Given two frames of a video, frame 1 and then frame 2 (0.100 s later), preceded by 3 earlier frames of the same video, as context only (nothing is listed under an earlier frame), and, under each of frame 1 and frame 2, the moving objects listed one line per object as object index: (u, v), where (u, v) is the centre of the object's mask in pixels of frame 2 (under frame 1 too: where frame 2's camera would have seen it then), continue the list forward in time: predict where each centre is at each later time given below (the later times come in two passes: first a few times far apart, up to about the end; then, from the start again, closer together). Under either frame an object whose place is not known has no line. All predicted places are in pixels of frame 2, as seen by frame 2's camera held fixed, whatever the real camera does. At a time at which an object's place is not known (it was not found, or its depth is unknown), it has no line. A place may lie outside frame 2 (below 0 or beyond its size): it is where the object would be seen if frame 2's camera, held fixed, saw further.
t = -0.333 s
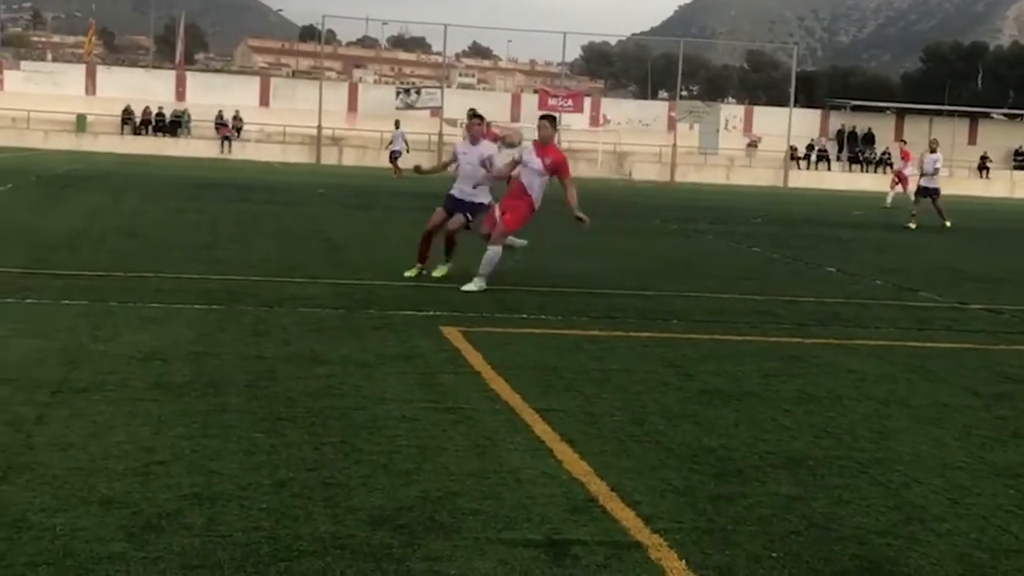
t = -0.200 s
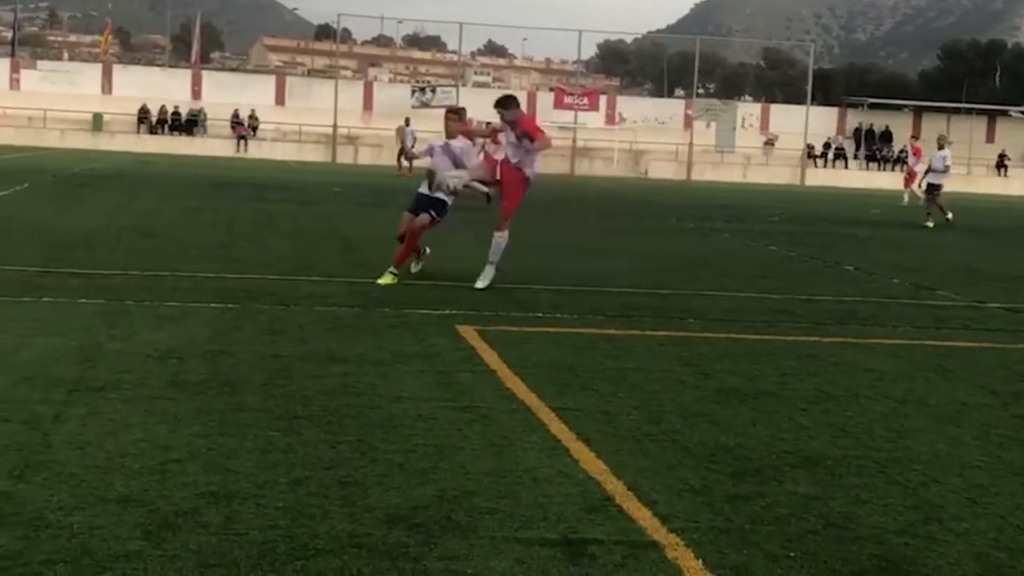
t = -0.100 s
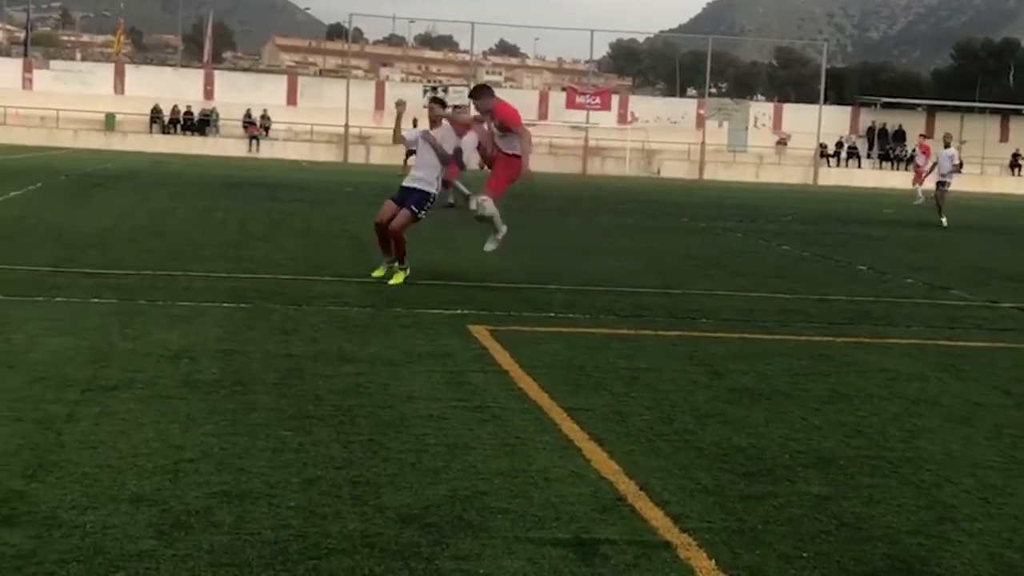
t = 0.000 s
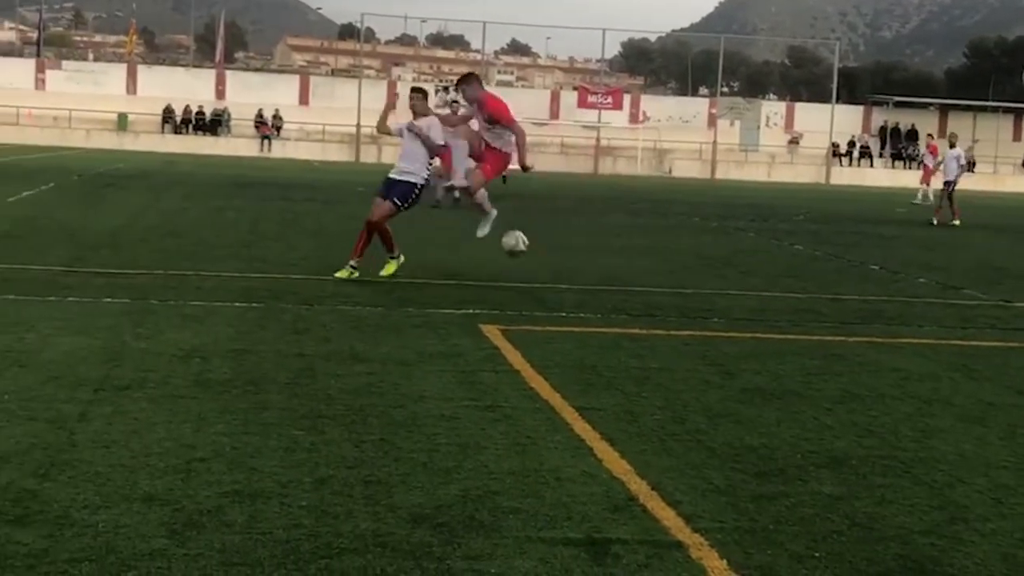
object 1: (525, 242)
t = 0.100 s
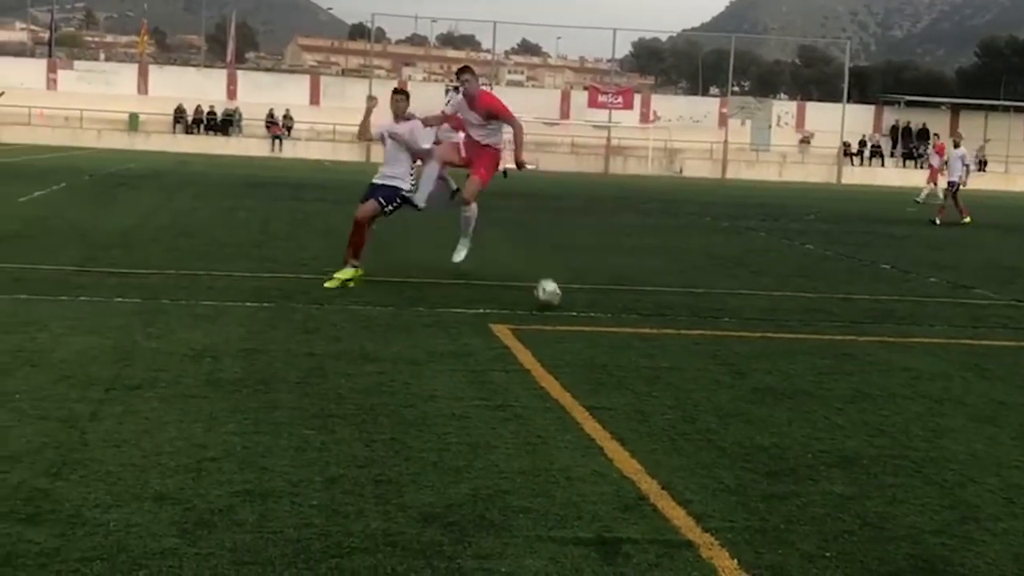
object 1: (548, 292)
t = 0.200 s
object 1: (550, 274)
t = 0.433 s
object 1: (546, 248)
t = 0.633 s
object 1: (541, 278)
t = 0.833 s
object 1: (542, 303)
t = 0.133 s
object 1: (550, 293)
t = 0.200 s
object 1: (550, 274)
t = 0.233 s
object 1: (549, 267)
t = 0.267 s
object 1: (549, 260)
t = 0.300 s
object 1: (549, 255)
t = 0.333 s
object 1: (548, 252)
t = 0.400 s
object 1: (547, 248)
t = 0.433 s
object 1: (546, 248)
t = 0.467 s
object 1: (545, 249)
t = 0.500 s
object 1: (544, 251)
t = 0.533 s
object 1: (544, 256)
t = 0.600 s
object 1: (542, 270)
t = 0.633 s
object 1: (541, 278)
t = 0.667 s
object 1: (540, 288)
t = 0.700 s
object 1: (539, 300)
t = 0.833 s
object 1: (542, 303)
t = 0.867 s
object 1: (544, 300)
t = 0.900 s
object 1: (546, 298)
